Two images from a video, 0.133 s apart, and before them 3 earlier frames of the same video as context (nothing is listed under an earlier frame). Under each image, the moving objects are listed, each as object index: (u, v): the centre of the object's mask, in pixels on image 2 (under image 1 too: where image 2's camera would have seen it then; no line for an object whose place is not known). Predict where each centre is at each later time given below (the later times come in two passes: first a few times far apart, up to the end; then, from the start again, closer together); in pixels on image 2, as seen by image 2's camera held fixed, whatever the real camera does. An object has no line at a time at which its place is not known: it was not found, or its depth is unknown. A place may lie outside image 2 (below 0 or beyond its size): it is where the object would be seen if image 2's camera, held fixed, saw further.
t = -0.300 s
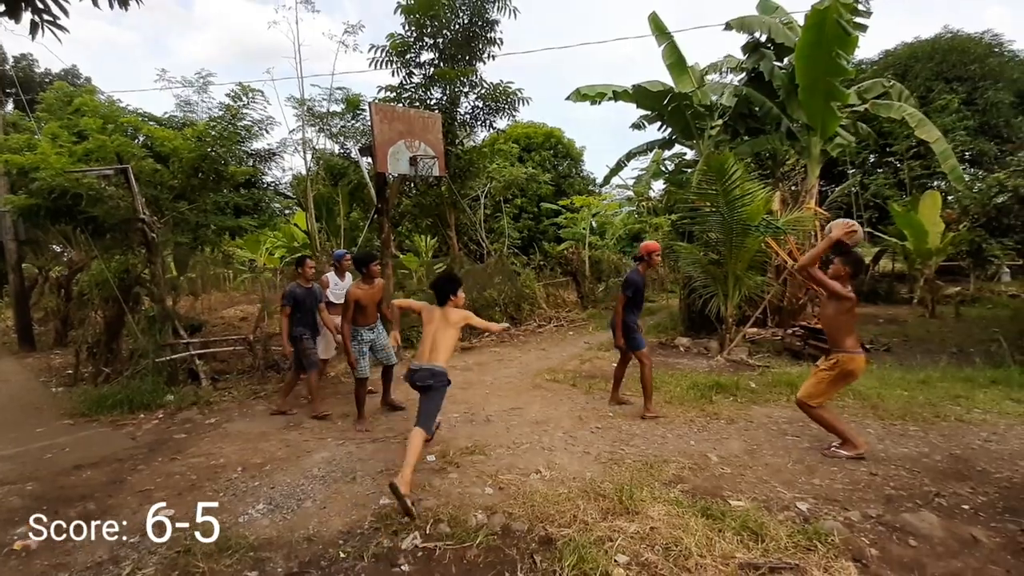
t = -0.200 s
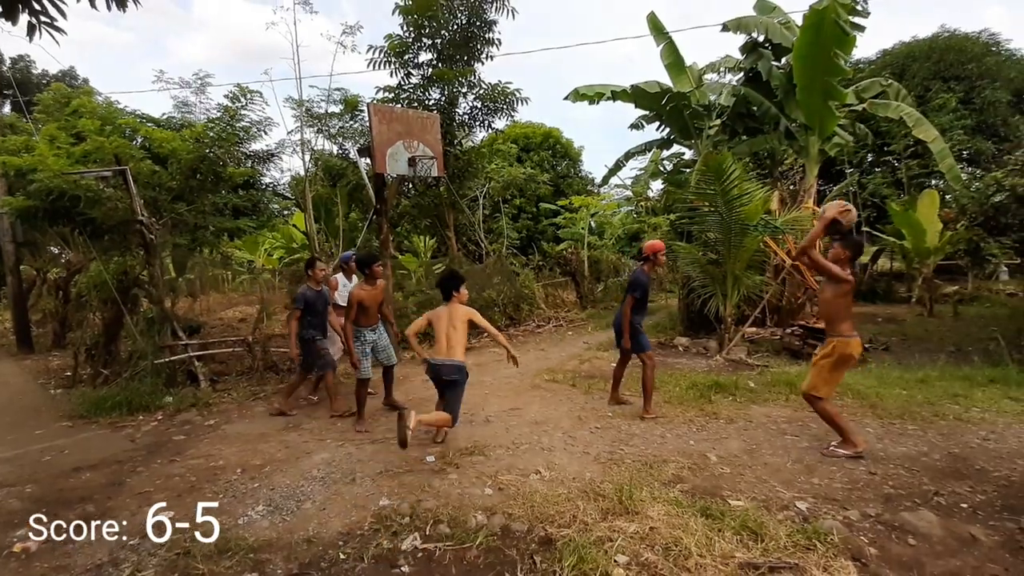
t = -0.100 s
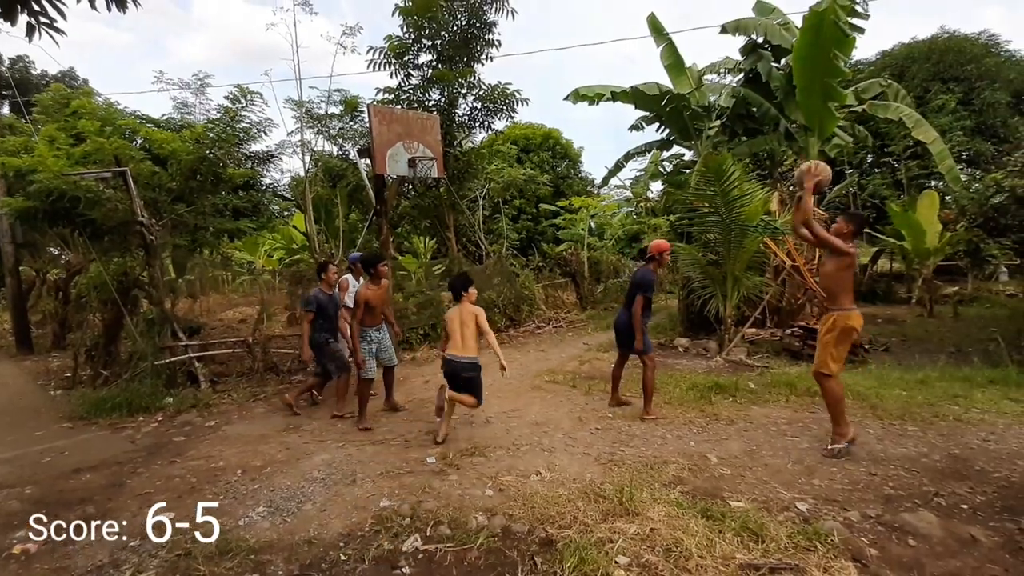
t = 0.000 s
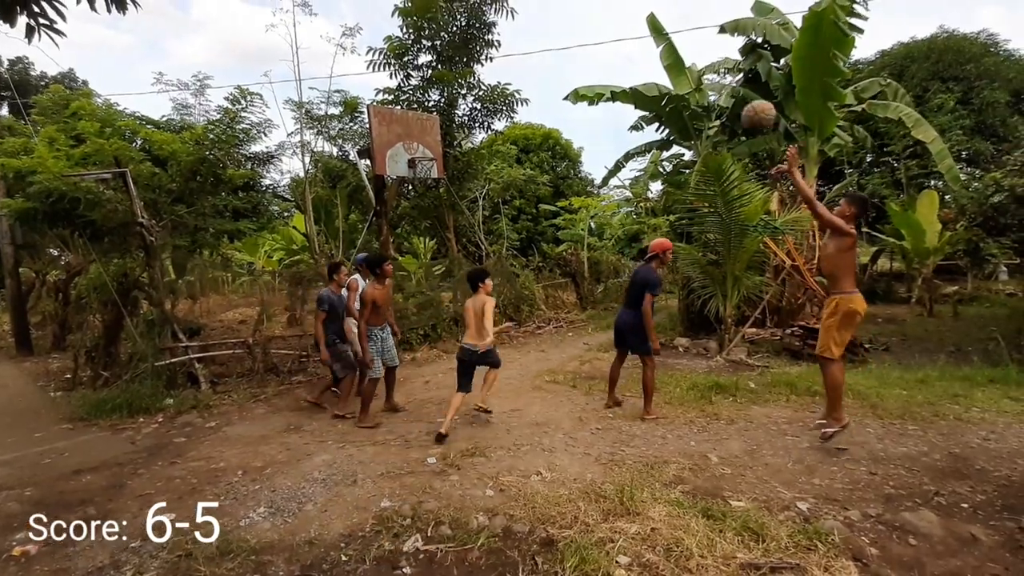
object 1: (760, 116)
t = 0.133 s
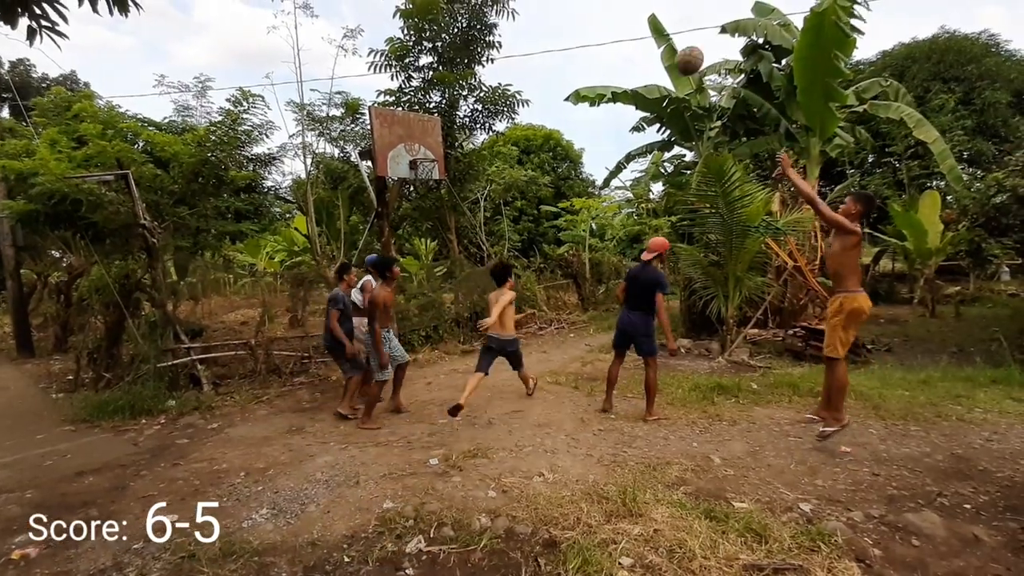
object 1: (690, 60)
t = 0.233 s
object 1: (644, 37)
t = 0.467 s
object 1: (556, 27)
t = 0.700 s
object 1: (489, 65)
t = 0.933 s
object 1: (439, 136)
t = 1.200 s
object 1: (419, 143)
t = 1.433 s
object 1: (424, 142)
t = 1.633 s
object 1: (428, 151)
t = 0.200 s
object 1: (658, 43)
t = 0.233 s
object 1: (644, 37)
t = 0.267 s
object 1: (629, 32)
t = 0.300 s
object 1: (616, 28)
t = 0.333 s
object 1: (603, 25)
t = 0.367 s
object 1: (590, 24)
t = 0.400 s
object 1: (578, 24)
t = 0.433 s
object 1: (567, 25)
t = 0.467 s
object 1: (556, 27)
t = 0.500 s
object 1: (545, 29)
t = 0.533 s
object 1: (535, 33)
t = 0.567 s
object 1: (525, 38)
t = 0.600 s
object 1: (516, 44)
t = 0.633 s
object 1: (507, 50)
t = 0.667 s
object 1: (497, 57)
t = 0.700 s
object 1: (489, 65)
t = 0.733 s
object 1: (482, 73)
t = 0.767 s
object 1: (473, 82)
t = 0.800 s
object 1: (466, 91)
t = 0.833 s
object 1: (458, 102)
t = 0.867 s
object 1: (451, 113)
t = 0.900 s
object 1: (446, 124)
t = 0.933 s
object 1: (439, 136)
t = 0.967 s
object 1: (433, 148)
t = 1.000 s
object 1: (428, 151)
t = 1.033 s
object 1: (425, 151)
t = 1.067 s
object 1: (421, 153)
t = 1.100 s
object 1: (416, 153)
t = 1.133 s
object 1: (417, 149)
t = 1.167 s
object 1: (417, 147)
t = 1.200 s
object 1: (419, 143)
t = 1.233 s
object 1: (418, 142)
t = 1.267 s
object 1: (419, 141)
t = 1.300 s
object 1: (419, 141)
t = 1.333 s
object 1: (420, 140)
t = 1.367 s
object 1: (421, 140)
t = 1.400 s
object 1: (422, 141)
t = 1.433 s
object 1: (424, 142)
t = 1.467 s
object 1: (425, 145)
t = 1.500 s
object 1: (426, 148)
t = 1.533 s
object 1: (428, 151)
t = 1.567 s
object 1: (427, 151)
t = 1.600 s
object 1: (427, 151)
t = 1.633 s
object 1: (428, 151)
